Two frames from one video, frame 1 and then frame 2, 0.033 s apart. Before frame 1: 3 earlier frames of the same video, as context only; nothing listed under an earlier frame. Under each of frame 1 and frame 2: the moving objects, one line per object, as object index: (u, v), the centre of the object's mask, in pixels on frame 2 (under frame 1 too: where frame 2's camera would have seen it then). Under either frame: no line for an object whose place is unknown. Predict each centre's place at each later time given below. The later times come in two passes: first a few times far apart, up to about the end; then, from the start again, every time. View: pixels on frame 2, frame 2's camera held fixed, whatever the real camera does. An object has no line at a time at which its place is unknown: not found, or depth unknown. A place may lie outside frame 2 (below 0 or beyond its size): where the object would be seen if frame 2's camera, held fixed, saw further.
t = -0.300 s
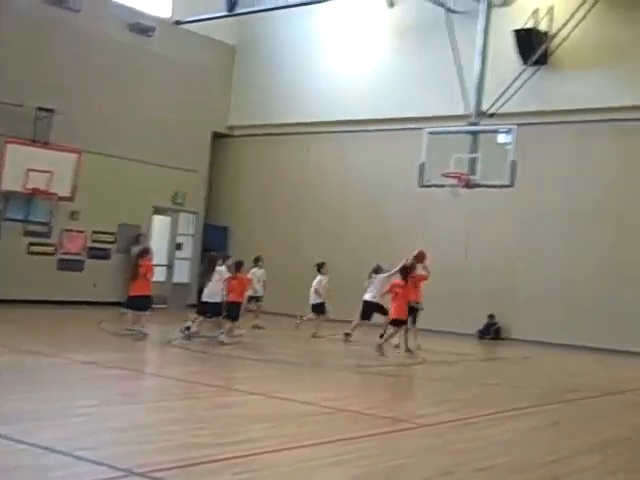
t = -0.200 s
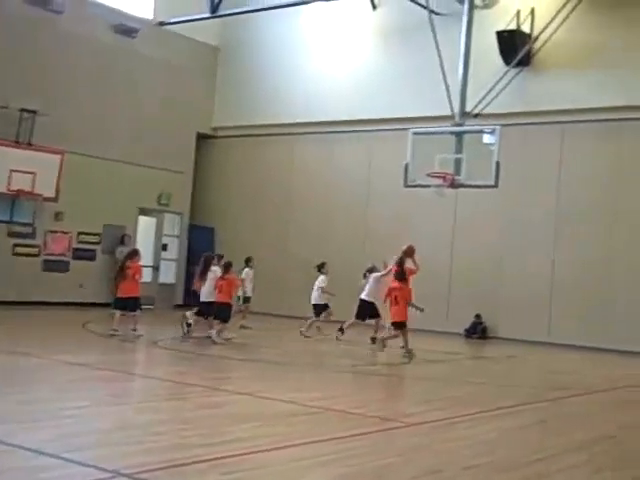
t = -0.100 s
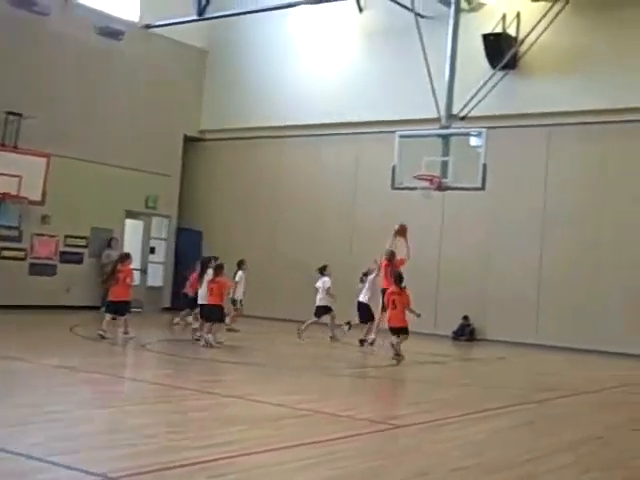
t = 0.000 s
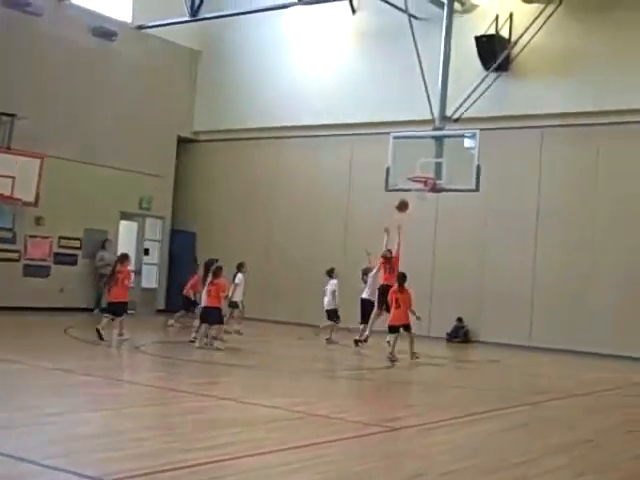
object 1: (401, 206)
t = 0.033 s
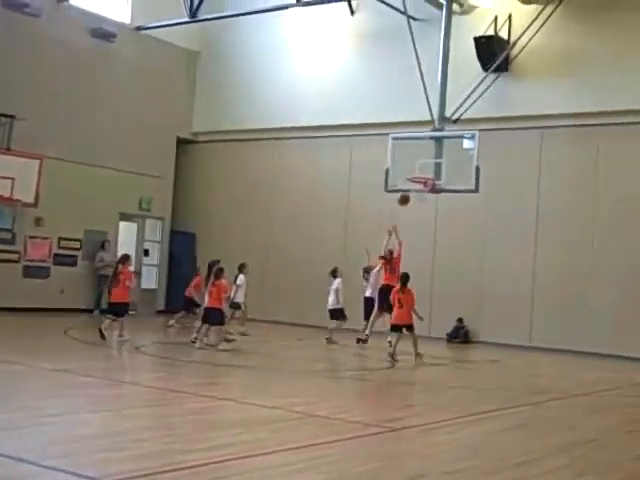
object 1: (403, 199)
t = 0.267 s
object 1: (416, 166)
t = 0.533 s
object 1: (429, 166)
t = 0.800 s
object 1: (431, 168)
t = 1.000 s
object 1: (424, 179)
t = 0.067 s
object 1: (406, 192)
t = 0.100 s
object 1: (407, 185)
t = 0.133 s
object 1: (409, 181)
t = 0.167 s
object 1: (411, 176)
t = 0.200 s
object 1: (413, 172)
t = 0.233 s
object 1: (415, 169)
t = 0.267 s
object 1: (416, 166)
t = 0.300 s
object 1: (419, 165)
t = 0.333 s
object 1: (420, 163)
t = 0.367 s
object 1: (422, 162)
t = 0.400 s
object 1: (423, 162)
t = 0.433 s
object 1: (424, 162)
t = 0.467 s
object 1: (426, 163)
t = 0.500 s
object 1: (427, 164)
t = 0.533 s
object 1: (429, 166)
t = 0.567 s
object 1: (431, 169)
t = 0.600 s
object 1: (431, 171)
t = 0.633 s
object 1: (433, 172)
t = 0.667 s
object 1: (434, 172)
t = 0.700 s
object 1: (434, 171)
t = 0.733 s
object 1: (433, 169)
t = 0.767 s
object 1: (433, 169)
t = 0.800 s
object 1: (431, 168)
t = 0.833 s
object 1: (431, 168)
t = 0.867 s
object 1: (429, 168)
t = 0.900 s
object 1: (428, 170)
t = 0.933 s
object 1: (427, 171)
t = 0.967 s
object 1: (425, 174)
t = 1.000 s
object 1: (424, 179)
